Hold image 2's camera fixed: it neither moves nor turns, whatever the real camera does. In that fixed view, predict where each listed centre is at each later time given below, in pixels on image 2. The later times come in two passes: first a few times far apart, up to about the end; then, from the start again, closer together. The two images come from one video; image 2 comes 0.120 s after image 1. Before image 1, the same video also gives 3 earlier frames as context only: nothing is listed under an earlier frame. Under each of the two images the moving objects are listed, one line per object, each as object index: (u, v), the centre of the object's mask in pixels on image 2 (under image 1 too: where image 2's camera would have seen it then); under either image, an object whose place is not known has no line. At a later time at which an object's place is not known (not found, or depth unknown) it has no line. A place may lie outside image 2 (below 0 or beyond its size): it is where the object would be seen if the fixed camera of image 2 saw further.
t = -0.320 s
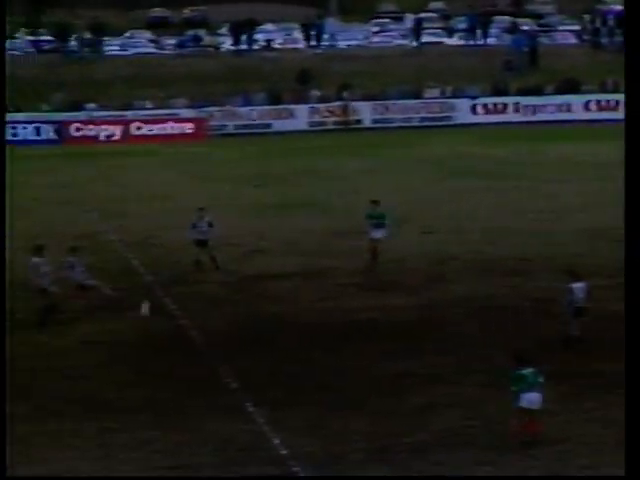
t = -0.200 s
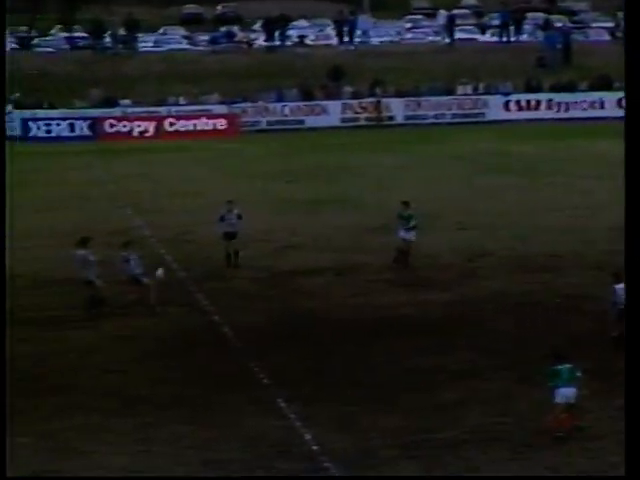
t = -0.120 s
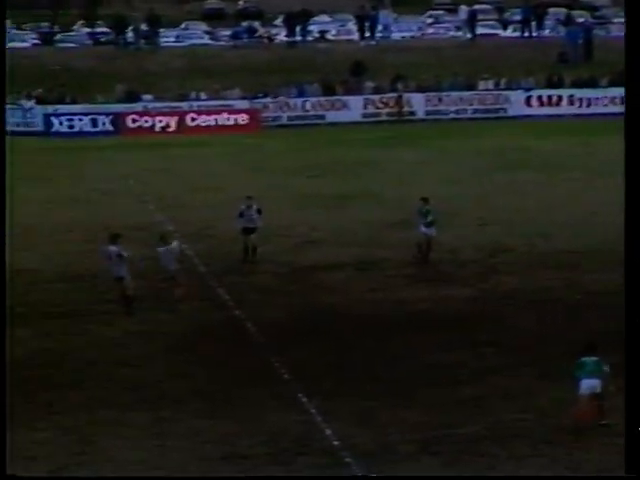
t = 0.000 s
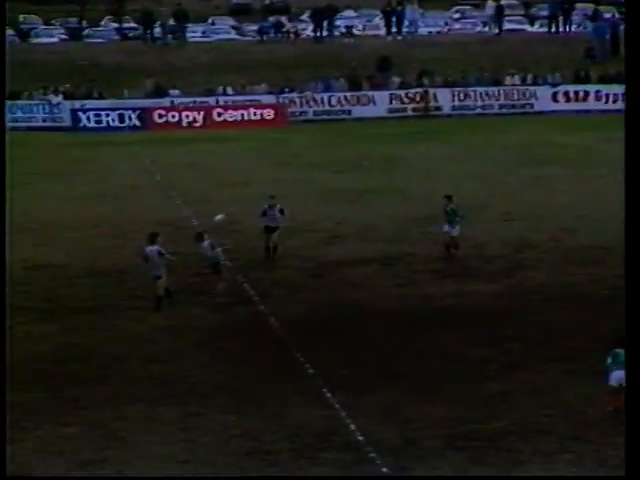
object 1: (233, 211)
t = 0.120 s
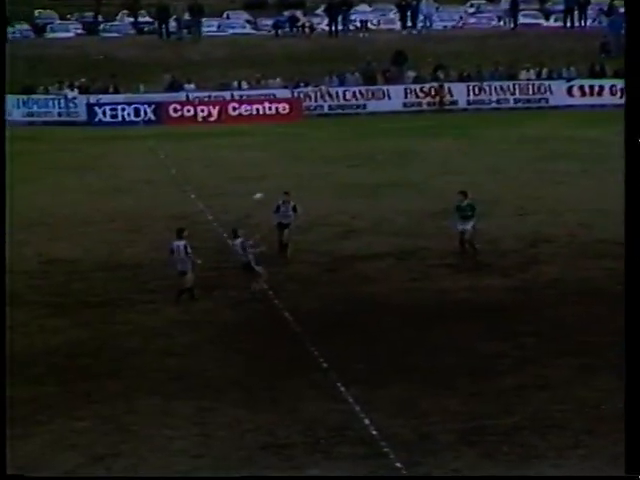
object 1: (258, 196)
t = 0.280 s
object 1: (291, 186)
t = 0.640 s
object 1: (361, 202)
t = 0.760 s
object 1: (384, 219)
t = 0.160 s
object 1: (266, 192)
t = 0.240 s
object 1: (283, 187)
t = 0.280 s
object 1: (291, 186)
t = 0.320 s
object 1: (299, 185)
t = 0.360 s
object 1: (306, 185)
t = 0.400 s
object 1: (314, 185)
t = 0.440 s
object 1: (322, 186)
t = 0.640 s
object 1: (361, 202)
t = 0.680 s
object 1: (368, 207)
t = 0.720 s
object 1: (376, 213)
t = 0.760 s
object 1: (384, 219)
